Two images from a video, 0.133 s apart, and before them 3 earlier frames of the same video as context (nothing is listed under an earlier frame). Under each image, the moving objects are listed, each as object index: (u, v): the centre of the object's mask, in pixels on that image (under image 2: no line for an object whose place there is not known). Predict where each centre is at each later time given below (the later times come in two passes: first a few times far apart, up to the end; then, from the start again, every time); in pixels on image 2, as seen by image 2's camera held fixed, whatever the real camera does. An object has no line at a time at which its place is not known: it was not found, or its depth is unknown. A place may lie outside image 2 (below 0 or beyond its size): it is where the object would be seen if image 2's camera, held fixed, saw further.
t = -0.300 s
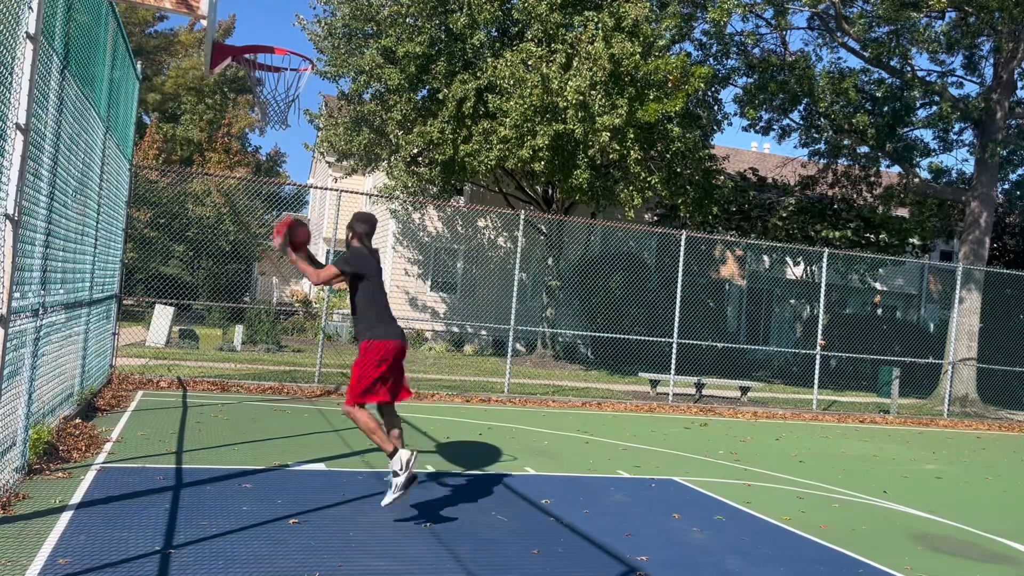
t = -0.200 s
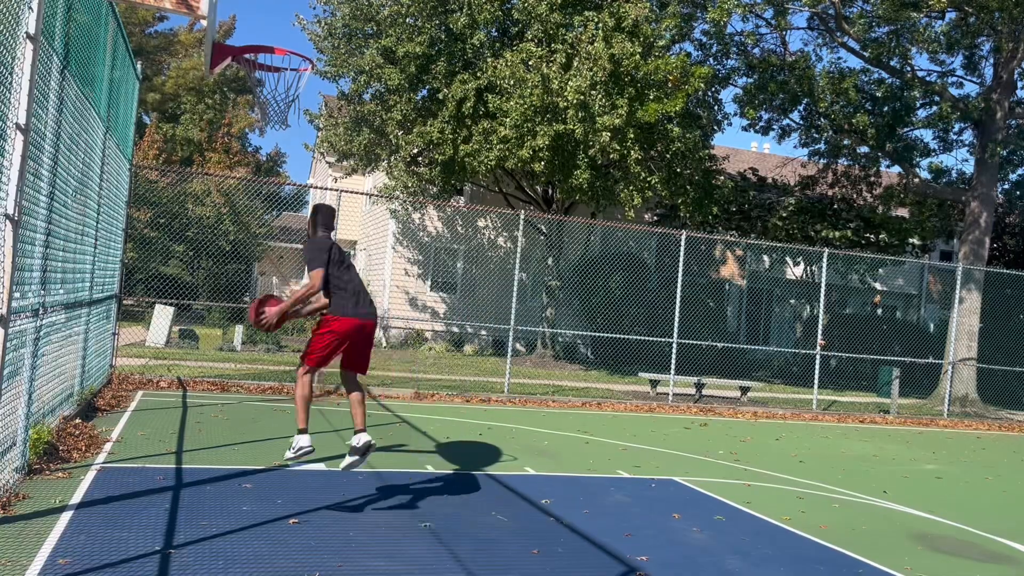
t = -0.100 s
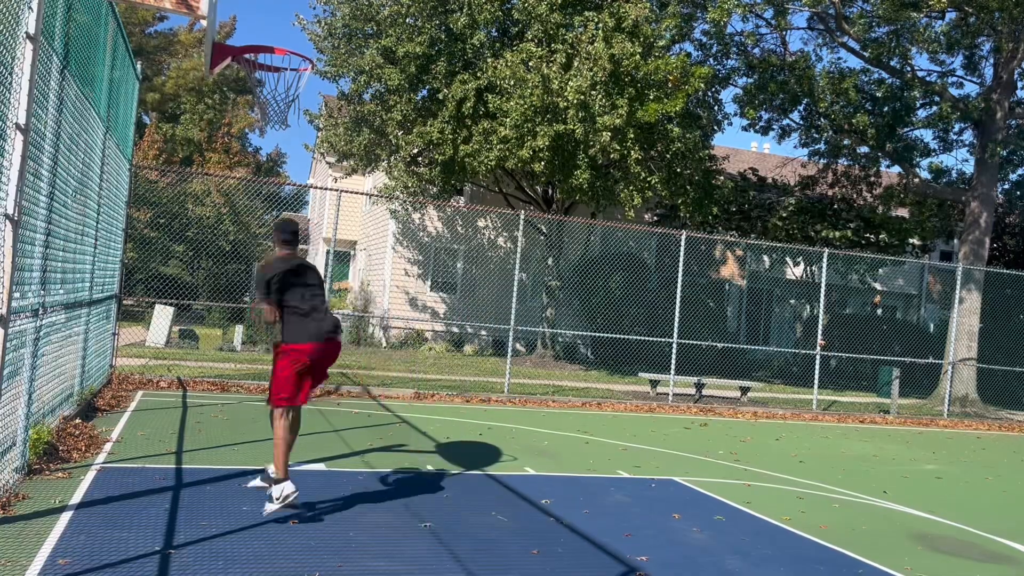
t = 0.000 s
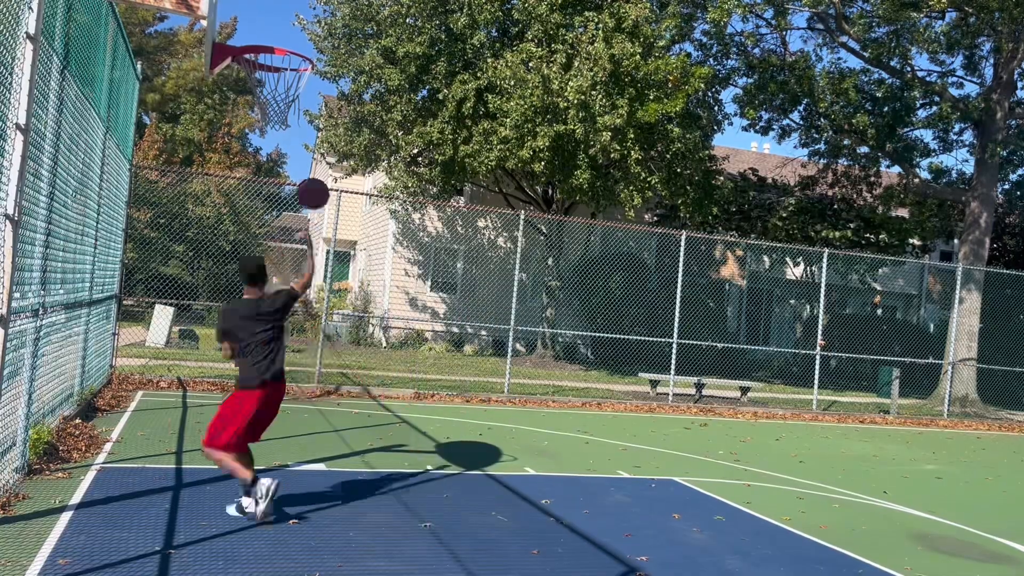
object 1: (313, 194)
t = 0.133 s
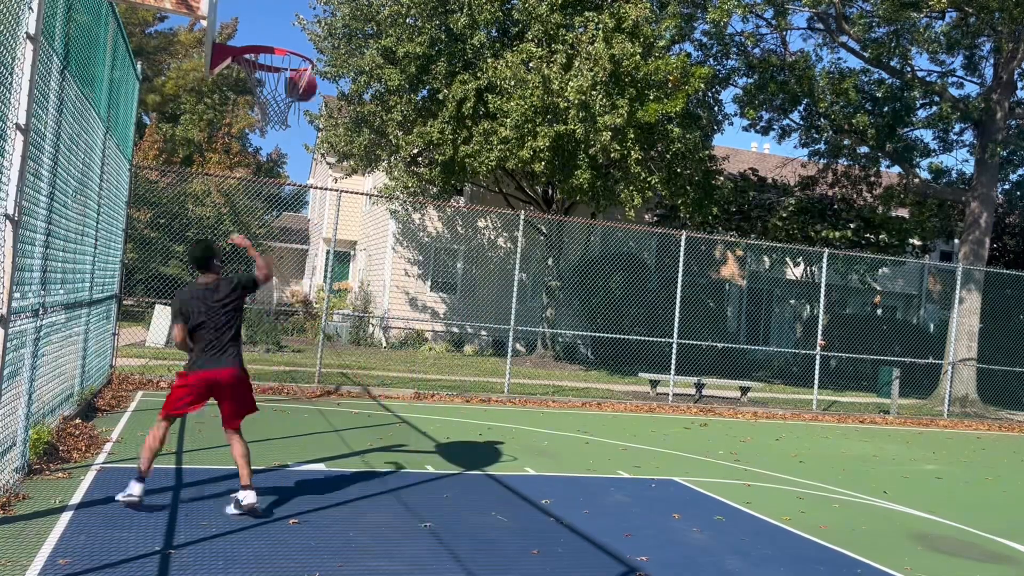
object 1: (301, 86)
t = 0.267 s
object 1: (283, 29)
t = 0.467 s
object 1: (242, 39)
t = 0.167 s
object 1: (295, 61)
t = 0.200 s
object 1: (293, 51)
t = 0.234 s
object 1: (287, 34)
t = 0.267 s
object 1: (283, 29)
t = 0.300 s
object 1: (277, 21)
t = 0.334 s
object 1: (269, 19)
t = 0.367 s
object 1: (265, 20)
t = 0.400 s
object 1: (256, 27)
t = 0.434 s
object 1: (252, 32)
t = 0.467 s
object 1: (242, 39)
